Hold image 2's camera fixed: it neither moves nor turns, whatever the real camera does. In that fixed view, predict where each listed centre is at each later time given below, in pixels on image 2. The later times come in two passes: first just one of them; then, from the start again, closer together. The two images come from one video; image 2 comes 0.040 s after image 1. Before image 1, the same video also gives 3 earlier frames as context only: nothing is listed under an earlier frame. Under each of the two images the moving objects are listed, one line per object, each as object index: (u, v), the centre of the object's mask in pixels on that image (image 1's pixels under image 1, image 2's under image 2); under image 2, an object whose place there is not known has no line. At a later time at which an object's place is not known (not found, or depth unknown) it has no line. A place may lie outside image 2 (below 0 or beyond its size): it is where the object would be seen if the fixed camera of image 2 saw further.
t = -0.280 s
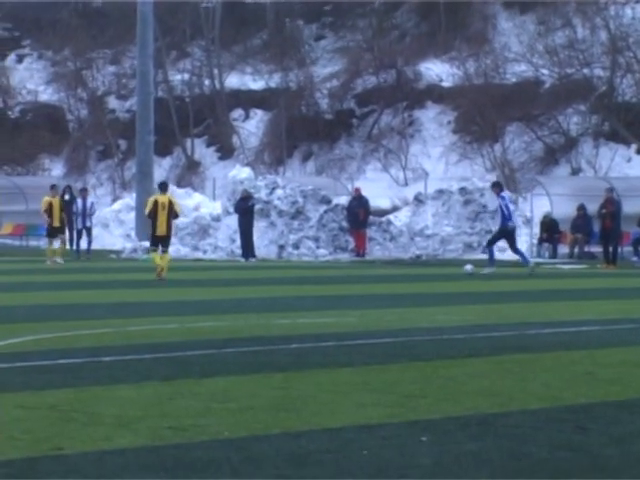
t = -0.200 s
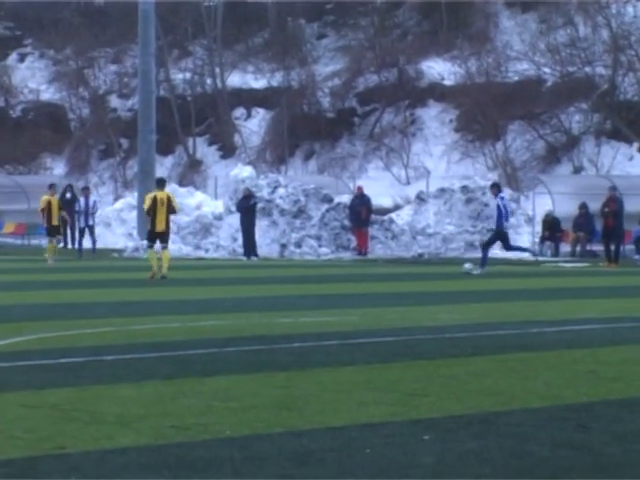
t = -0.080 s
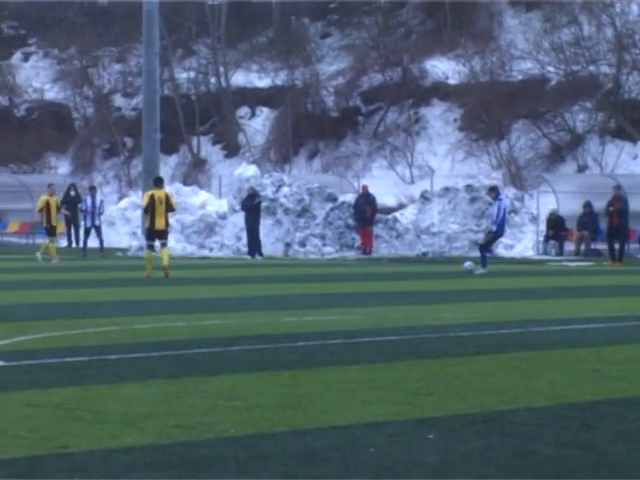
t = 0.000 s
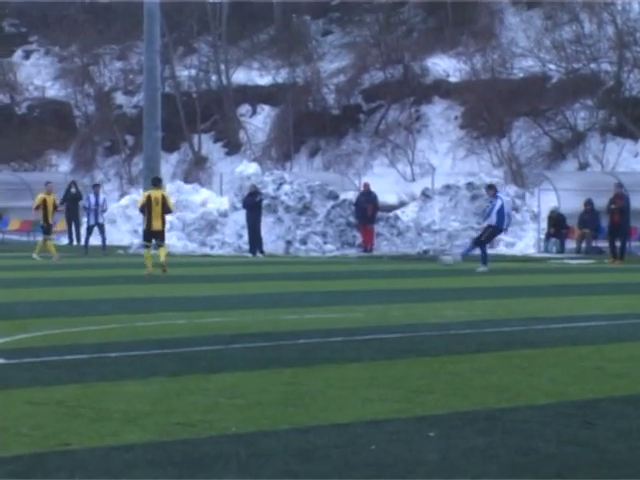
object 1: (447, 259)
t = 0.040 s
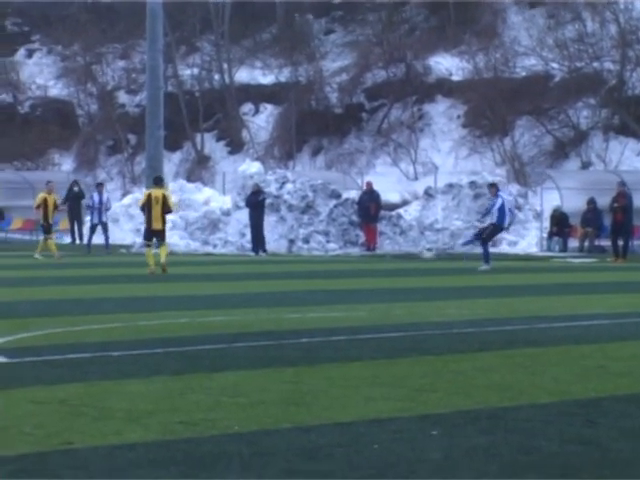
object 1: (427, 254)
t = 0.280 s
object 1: (296, 259)
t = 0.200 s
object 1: (338, 254)
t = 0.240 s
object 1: (316, 256)
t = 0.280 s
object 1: (296, 259)
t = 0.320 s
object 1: (275, 264)
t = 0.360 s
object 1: (254, 268)
